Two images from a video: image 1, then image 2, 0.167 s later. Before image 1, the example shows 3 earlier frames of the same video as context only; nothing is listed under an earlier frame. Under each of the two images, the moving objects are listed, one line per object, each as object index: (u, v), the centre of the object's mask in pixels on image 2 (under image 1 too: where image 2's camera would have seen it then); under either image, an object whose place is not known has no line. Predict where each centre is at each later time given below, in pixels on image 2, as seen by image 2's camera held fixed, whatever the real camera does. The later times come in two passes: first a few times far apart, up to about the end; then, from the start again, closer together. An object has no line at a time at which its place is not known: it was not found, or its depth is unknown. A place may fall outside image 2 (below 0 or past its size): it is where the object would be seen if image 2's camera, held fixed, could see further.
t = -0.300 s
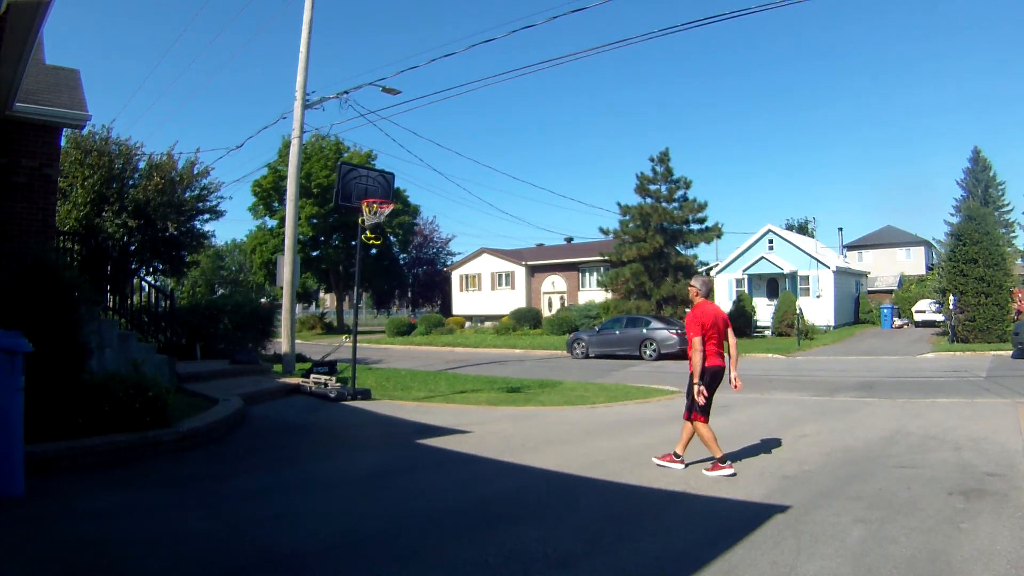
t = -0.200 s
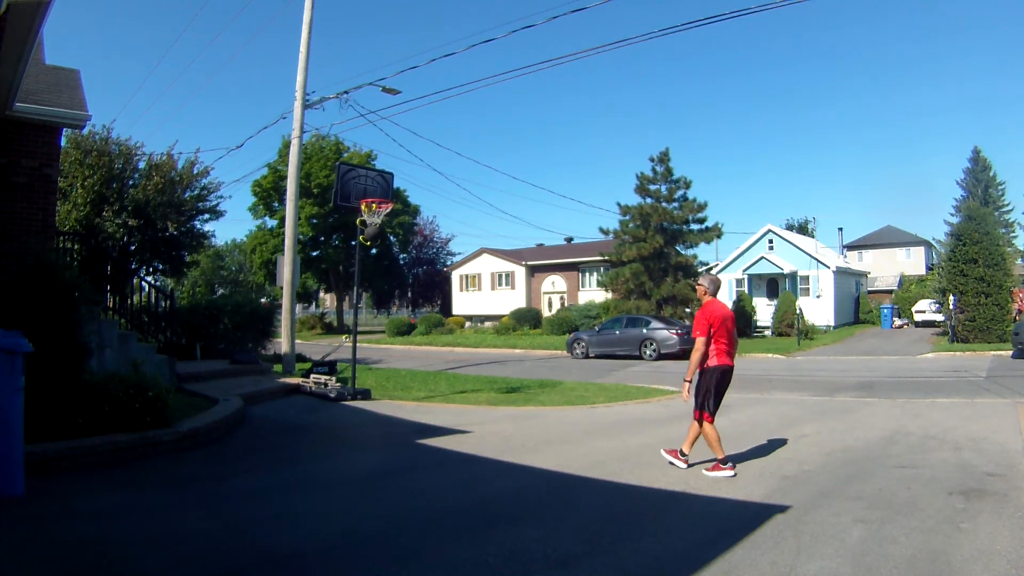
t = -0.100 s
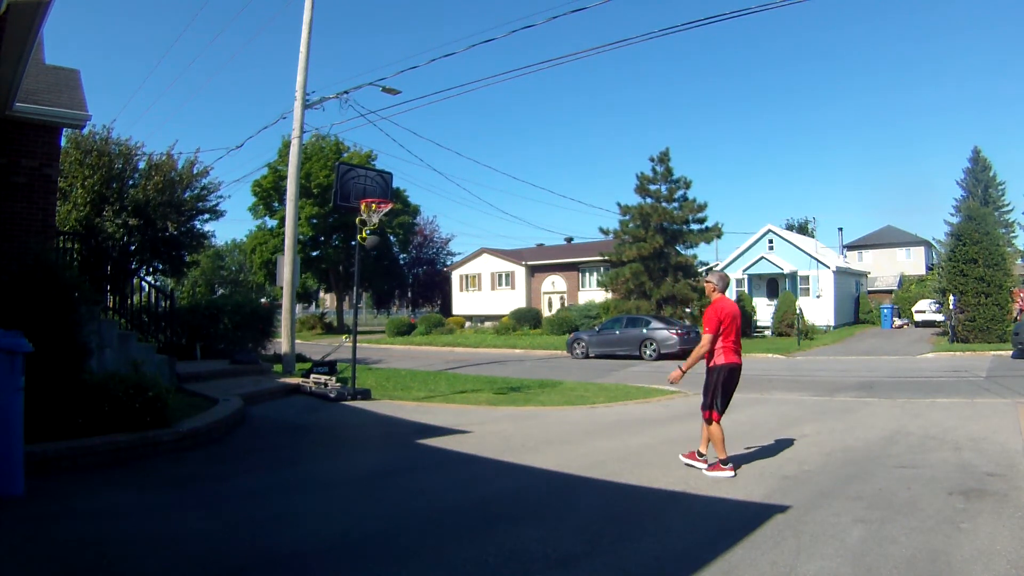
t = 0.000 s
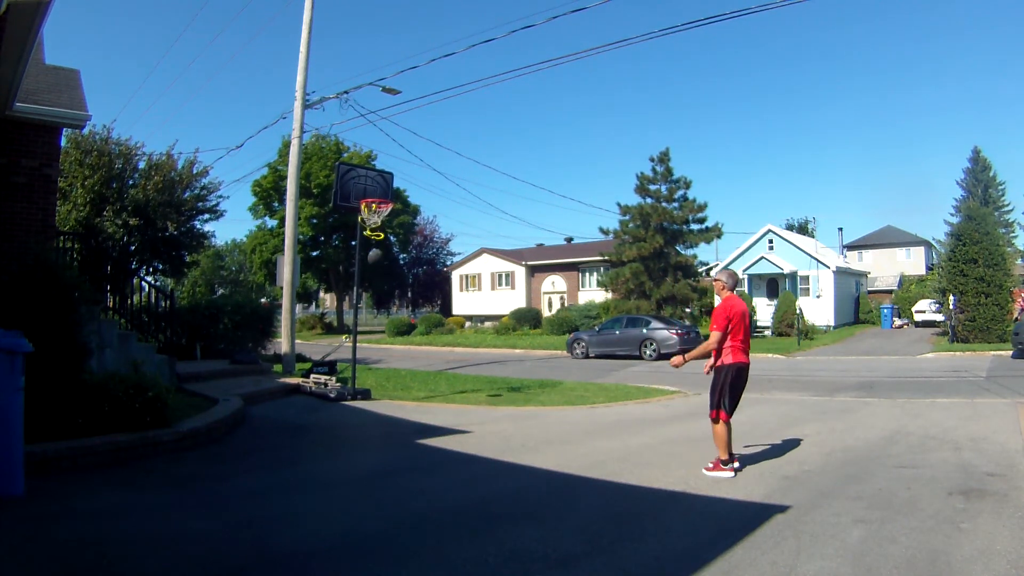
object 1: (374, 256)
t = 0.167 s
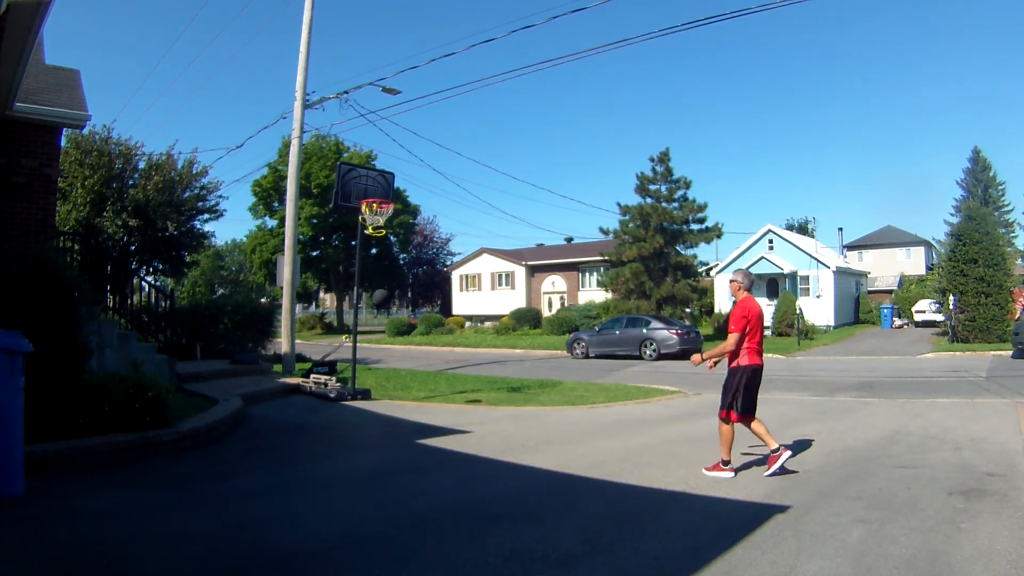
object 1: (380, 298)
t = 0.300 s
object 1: (385, 345)
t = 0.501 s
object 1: (394, 386)
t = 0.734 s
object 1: (408, 335)
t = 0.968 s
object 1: (423, 323)
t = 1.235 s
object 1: (444, 363)
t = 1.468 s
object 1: (464, 410)
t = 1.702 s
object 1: (487, 371)
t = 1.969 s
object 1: (517, 384)
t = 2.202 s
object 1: (544, 431)
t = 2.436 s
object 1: (572, 400)
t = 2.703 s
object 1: (606, 426)
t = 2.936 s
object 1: (638, 423)
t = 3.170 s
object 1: (672, 433)
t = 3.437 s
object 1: (713, 433)
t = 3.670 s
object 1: (749, 455)
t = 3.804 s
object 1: (770, 442)
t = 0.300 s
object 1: (385, 345)
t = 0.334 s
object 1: (386, 359)
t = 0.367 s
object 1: (387, 373)
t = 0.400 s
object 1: (389, 389)
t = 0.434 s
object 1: (390, 405)
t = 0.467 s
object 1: (392, 396)
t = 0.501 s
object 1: (394, 386)
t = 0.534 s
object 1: (396, 377)
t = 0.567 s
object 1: (397, 368)
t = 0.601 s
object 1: (399, 360)
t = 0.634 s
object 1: (401, 353)
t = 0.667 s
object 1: (403, 347)
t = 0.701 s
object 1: (405, 341)
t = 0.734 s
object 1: (408, 335)
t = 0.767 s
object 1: (410, 331)
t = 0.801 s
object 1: (411, 328)
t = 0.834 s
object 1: (413, 326)
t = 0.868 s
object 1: (416, 323)
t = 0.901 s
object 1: (418, 322)
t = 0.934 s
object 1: (420, 322)
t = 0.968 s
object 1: (423, 323)
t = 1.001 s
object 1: (426, 325)
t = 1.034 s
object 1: (427, 327)
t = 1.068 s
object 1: (431, 330)
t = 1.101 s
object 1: (434, 335)
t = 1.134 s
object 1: (436, 340)
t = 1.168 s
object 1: (438, 347)
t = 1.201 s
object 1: (441, 354)
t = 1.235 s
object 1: (444, 363)
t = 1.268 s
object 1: (446, 372)
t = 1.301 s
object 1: (450, 383)
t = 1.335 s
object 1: (453, 394)
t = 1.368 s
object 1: (455, 407)
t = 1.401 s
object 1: (458, 421)
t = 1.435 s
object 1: (461, 419)
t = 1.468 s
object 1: (464, 410)
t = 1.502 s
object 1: (467, 402)
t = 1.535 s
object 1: (471, 395)
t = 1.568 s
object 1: (474, 389)
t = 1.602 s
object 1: (477, 382)
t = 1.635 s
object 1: (481, 377)
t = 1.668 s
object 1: (484, 374)
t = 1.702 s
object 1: (487, 371)
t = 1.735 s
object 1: (491, 369)
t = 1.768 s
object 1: (494, 368)
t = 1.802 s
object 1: (498, 368)
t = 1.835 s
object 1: (502, 369)
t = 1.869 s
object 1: (505, 371)
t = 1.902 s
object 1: (509, 374)
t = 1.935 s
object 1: (513, 379)
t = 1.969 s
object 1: (517, 384)
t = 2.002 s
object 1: (521, 390)
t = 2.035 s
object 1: (525, 398)
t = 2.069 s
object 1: (529, 406)
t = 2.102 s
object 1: (533, 415)
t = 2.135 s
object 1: (537, 426)
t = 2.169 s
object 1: (541, 437)
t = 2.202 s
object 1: (544, 431)
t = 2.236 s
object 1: (548, 424)
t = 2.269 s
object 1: (552, 417)
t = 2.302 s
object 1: (556, 412)
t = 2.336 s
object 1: (560, 407)
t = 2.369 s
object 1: (564, 404)
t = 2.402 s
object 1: (568, 401)
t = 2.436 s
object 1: (572, 400)
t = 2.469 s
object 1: (576, 399)
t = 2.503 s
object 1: (581, 400)
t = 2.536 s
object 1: (585, 402)
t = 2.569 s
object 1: (589, 404)
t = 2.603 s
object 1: (593, 408)
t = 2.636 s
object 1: (598, 413)
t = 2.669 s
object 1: (602, 419)
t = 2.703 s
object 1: (606, 426)
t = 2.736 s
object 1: (611, 435)
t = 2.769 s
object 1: (615, 445)
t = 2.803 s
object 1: (619, 442)
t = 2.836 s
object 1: (624, 435)
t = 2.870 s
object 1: (629, 430)
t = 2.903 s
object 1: (634, 426)
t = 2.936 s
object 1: (638, 423)
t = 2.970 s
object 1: (643, 421)
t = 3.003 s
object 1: (648, 420)
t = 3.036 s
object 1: (653, 421)
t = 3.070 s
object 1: (658, 422)
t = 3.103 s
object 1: (662, 424)
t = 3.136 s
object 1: (667, 428)
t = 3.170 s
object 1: (672, 433)
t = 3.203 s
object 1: (677, 439)
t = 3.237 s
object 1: (682, 446)
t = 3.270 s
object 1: (687, 451)
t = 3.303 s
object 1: (692, 445)
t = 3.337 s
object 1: (697, 441)
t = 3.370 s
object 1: (702, 437)
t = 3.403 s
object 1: (708, 434)
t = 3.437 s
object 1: (713, 433)
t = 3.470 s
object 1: (718, 433)
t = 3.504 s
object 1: (723, 434)
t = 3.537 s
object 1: (729, 436)
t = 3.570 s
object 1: (734, 439)
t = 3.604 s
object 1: (739, 444)
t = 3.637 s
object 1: (744, 449)
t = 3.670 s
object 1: (749, 455)
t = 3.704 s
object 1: (754, 450)
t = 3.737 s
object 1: (760, 446)
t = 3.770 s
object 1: (765, 443)
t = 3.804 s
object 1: (770, 442)
